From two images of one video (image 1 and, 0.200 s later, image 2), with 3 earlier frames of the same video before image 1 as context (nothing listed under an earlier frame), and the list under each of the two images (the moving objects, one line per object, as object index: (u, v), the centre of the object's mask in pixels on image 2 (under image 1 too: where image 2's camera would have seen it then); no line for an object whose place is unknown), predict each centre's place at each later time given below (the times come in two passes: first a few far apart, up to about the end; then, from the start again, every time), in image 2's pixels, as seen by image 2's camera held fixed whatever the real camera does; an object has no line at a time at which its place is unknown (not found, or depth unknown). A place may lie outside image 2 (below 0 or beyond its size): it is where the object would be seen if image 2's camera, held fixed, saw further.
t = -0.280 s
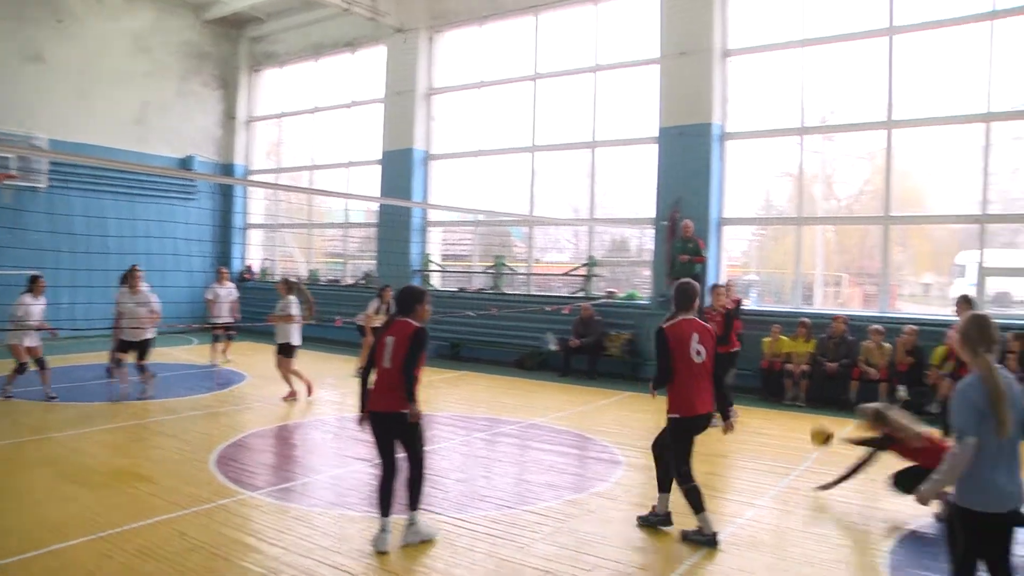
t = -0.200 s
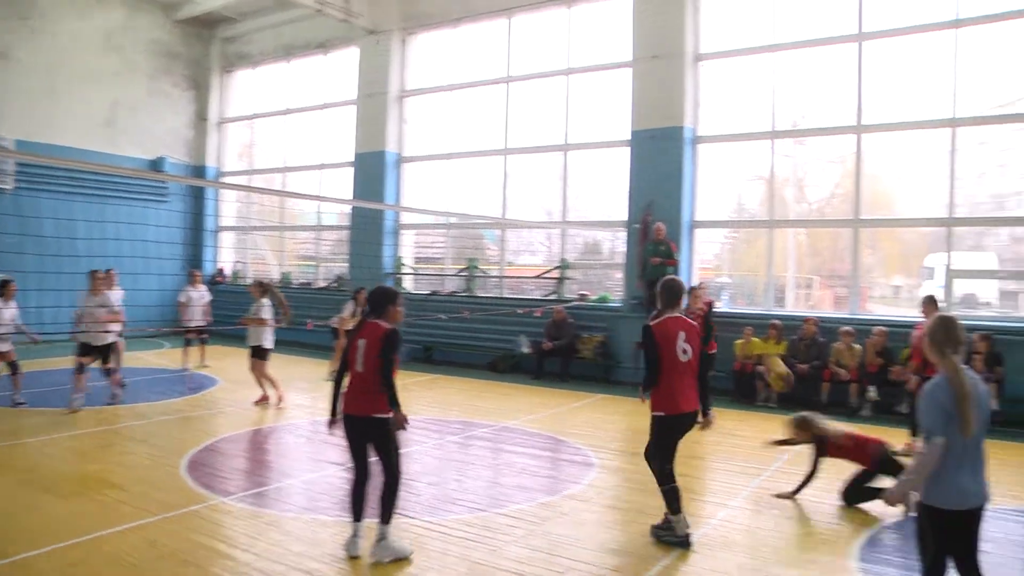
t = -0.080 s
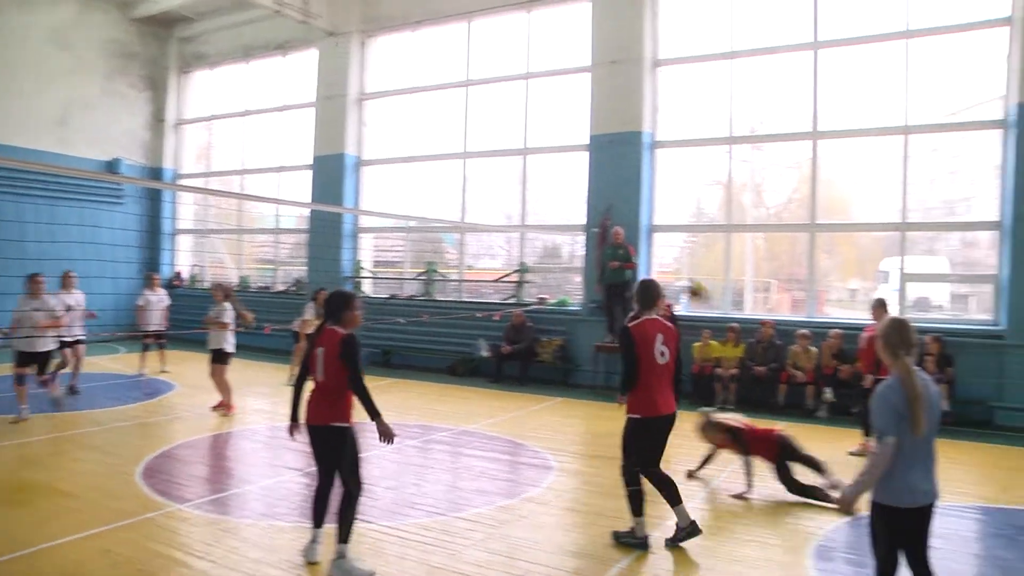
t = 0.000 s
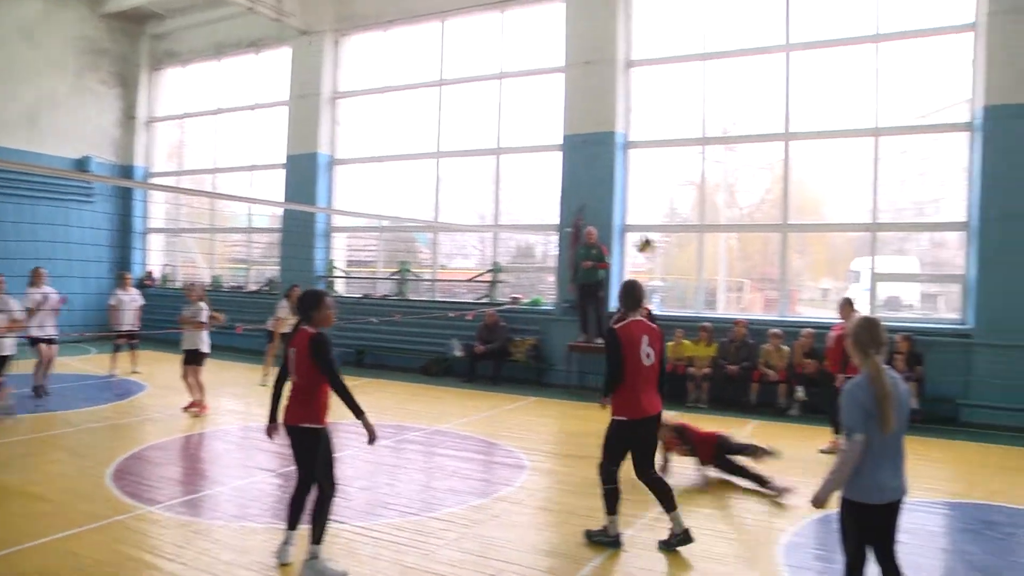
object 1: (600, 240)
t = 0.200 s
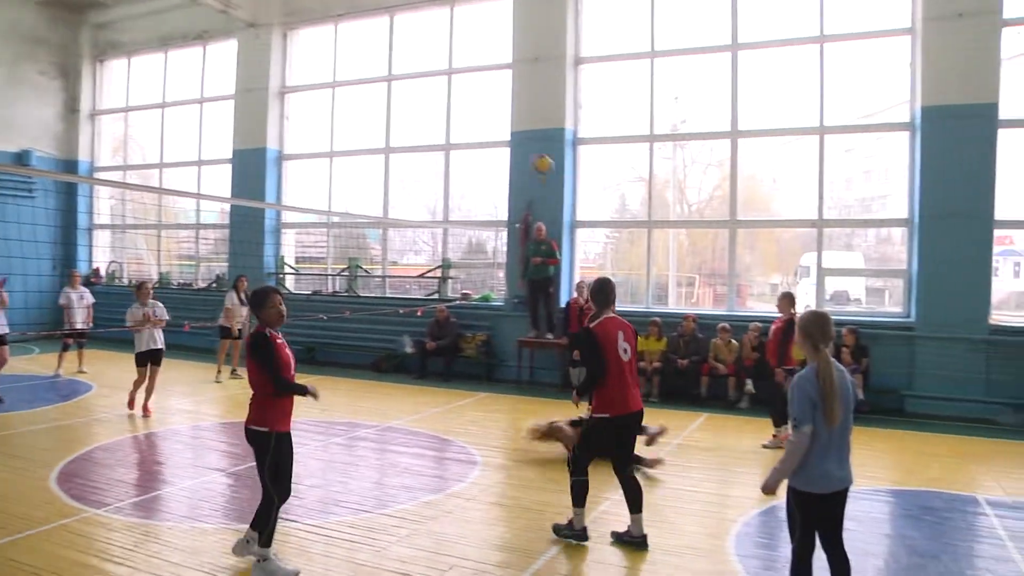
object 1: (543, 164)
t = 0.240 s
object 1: (532, 154)
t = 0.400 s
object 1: (492, 131)
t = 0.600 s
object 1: (449, 135)
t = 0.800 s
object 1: (414, 171)
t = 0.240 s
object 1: (532, 154)
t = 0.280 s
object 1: (521, 146)
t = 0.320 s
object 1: (512, 139)
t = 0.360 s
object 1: (502, 135)
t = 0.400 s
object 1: (492, 131)
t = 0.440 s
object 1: (483, 129)
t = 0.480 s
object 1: (474, 129)
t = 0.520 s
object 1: (466, 130)
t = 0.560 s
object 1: (457, 132)
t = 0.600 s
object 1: (449, 135)
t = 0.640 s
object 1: (442, 140)
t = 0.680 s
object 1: (435, 145)
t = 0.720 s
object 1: (428, 153)
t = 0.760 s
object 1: (421, 161)
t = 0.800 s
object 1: (414, 171)
